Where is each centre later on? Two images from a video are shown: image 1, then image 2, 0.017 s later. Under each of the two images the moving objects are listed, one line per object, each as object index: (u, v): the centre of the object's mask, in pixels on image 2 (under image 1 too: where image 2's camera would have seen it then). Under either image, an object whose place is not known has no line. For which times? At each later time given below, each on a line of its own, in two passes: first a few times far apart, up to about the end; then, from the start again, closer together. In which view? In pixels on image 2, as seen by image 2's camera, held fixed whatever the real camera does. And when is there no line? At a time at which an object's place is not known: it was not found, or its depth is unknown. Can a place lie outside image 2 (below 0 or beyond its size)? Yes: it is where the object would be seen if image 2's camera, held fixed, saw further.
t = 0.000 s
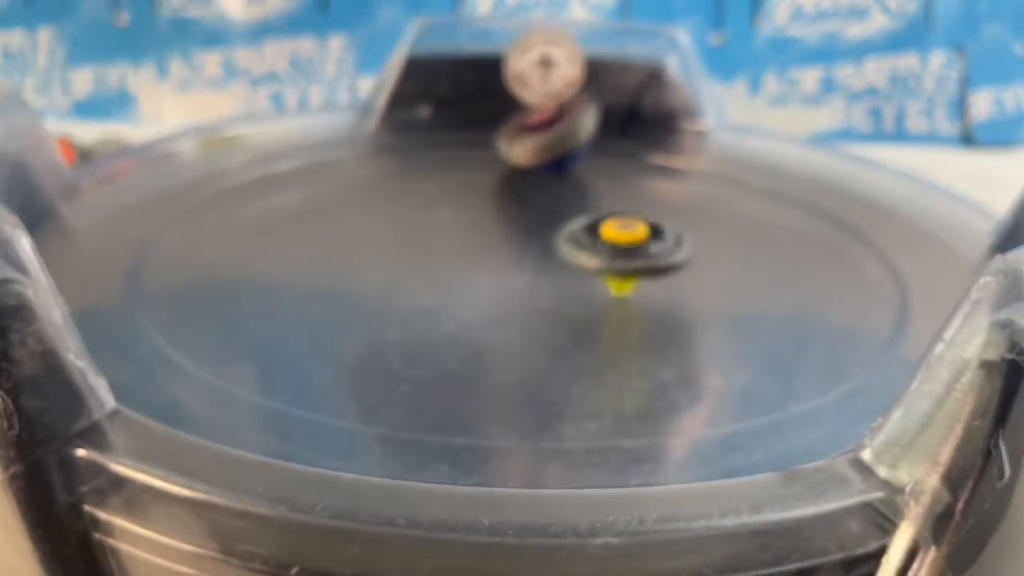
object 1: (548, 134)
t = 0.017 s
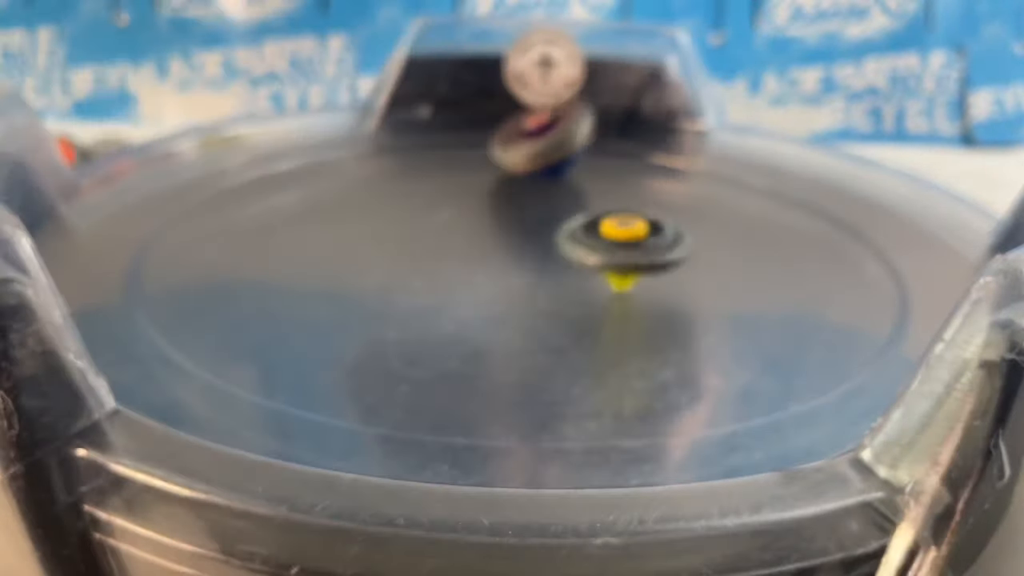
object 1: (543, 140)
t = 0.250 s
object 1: (418, 201)
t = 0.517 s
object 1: (406, 235)
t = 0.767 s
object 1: (434, 204)
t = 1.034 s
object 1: (406, 115)
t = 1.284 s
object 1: (521, 146)
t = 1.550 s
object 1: (467, 229)
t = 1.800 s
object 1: (263, 183)
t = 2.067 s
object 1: (493, 148)
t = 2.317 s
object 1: (755, 274)
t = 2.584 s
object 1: (641, 300)
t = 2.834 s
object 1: (480, 239)
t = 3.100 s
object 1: (729, 215)
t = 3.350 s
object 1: (534, 341)
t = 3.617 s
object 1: (292, 155)
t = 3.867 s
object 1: (686, 130)
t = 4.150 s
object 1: (774, 338)
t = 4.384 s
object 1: (150, 260)
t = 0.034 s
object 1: (538, 146)
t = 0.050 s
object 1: (534, 151)
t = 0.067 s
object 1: (530, 157)
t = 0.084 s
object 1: (526, 163)
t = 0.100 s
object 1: (521, 171)
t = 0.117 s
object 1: (516, 179)
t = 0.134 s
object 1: (507, 185)
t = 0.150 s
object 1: (493, 187)
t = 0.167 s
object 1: (480, 190)
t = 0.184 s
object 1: (467, 193)
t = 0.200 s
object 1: (454, 195)
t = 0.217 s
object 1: (442, 197)
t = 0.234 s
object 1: (430, 199)
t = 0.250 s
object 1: (418, 201)
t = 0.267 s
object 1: (408, 203)
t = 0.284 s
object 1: (398, 205)
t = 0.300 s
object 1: (390, 207)
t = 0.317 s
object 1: (382, 210)
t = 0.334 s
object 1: (377, 212)
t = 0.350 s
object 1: (373, 214)
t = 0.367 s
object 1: (369, 217)
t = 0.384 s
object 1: (368, 219)
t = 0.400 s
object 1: (367, 222)
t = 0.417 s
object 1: (369, 224)
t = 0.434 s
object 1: (372, 225)
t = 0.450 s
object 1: (376, 227)
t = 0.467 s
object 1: (382, 229)
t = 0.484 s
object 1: (390, 231)
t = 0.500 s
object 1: (398, 234)
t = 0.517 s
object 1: (406, 235)
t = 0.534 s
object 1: (415, 235)
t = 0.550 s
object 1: (425, 236)
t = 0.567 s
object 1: (435, 236)
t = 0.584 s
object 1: (445, 236)
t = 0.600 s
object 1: (456, 235)
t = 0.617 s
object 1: (466, 234)
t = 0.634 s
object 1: (476, 233)
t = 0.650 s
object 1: (485, 232)
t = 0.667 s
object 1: (494, 229)
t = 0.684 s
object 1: (492, 227)
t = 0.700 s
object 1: (479, 223)
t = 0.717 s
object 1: (466, 219)
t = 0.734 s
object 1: (455, 214)
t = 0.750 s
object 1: (444, 209)
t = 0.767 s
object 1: (434, 204)
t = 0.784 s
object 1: (424, 198)
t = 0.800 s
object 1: (416, 191)
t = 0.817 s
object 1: (410, 185)
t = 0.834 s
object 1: (404, 179)
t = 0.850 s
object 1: (399, 173)
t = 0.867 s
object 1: (395, 166)
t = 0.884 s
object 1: (392, 160)
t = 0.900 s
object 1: (390, 155)
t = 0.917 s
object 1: (389, 148)
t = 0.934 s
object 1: (390, 143)
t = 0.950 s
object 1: (392, 138)
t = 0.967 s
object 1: (394, 133)
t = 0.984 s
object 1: (396, 129)
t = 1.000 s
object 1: (399, 125)
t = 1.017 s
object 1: (402, 120)
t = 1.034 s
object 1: (406, 115)
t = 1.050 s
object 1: (410, 111)
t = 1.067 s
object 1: (419, 111)
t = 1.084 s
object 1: (427, 117)
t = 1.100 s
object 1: (436, 118)
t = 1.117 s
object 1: (443, 120)
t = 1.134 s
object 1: (452, 122)
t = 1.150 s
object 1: (461, 125)
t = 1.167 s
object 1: (470, 127)
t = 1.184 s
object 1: (478, 130)
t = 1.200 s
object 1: (486, 132)
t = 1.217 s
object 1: (493, 135)
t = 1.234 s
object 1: (500, 138)
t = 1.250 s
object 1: (507, 141)
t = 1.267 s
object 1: (514, 144)
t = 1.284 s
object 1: (521, 146)
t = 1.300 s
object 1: (528, 148)
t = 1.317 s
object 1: (534, 151)
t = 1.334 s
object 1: (539, 154)
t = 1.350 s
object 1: (543, 157)
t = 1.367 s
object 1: (546, 164)
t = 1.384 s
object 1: (548, 173)
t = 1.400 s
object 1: (547, 179)
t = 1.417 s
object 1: (545, 186)
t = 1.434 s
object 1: (541, 192)
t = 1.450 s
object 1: (537, 199)
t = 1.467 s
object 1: (529, 205)
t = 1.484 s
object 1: (521, 210)
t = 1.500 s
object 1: (509, 215)
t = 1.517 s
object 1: (497, 220)
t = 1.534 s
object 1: (483, 224)
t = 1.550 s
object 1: (467, 229)
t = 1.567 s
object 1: (451, 233)
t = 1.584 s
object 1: (435, 236)
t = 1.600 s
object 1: (419, 239)
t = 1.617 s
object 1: (402, 238)
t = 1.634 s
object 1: (385, 237)
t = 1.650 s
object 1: (367, 235)
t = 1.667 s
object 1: (350, 232)
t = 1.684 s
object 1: (335, 228)
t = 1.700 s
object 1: (320, 223)
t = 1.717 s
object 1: (307, 218)
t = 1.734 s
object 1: (294, 211)
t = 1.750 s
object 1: (283, 204)
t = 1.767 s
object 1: (274, 197)
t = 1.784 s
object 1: (267, 189)
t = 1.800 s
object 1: (263, 183)
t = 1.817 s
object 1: (259, 174)
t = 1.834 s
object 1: (258, 167)
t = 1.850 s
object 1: (258, 159)
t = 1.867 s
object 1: (260, 152)
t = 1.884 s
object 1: (265, 145)
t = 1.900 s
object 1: (273, 139)
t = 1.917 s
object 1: (286, 132)
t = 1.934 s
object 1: (302, 129)
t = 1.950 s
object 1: (322, 129)
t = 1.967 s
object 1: (346, 128)
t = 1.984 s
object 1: (370, 128)
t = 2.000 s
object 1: (394, 129)
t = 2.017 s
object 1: (418, 131)
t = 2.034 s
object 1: (442, 135)
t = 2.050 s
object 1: (467, 140)
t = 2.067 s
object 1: (493, 148)
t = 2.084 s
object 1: (520, 155)
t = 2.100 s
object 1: (545, 164)
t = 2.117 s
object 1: (570, 173)
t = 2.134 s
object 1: (595, 183)
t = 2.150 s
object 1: (618, 194)
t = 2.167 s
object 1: (639, 208)
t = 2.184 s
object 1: (660, 219)
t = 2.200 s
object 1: (678, 225)
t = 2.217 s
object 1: (695, 232)
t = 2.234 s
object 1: (712, 238)
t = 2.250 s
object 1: (726, 244)
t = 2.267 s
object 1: (737, 251)
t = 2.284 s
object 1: (746, 257)
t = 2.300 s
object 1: (751, 267)
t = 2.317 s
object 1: (755, 274)
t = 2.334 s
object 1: (755, 283)
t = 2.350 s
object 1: (752, 291)
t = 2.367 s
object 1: (746, 300)
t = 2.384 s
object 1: (738, 309)
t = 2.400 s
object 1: (726, 317)
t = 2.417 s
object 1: (710, 324)
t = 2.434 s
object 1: (702, 327)
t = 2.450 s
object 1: (704, 321)
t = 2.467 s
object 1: (703, 320)
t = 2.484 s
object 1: (700, 316)
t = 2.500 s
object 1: (695, 313)
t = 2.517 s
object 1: (686, 310)
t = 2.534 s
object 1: (677, 306)
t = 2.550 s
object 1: (665, 303)
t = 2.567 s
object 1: (653, 301)
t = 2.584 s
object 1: (641, 300)
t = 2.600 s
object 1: (626, 298)
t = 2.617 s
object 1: (610, 296)
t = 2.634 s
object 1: (596, 294)
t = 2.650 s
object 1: (579, 293)
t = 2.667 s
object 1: (562, 291)
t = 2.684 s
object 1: (543, 290)
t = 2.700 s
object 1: (526, 286)
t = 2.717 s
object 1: (510, 282)
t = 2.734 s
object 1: (497, 276)
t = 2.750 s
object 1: (488, 271)
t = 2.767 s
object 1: (481, 264)
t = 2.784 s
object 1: (477, 258)
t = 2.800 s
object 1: (474, 251)
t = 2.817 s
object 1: (476, 245)
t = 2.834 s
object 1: (480, 239)
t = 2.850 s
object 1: (485, 233)
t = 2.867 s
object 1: (494, 228)
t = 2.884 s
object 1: (504, 222)
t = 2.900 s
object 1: (516, 216)
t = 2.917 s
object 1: (530, 212)
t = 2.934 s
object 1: (545, 209)
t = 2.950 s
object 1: (562, 205)
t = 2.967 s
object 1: (579, 202)
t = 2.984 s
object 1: (597, 201)
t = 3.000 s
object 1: (616, 201)
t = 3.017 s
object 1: (636, 201)
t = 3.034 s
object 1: (656, 201)
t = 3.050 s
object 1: (675, 203)
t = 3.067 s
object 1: (694, 206)
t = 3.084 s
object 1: (712, 210)
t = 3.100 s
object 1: (729, 215)
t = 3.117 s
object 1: (745, 221)
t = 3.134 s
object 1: (760, 228)
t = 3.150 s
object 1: (770, 237)
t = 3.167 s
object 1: (779, 246)
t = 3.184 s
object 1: (786, 256)
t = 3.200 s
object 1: (787, 267)
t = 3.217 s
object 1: (780, 279)
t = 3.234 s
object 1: (770, 292)
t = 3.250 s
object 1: (755, 304)
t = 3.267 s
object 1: (731, 314)
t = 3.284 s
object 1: (700, 324)
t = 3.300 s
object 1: (666, 332)
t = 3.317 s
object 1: (626, 337)
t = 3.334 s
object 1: (580, 340)
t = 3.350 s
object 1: (534, 341)
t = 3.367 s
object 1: (487, 339)
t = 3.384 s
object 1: (441, 334)
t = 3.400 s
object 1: (397, 326)
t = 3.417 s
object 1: (356, 316)
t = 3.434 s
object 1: (321, 305)
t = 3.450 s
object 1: (291, 292)
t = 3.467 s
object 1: (267, 277)
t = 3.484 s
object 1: (250, 262)
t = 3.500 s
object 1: (240, 247)
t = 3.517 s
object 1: (235, 231)
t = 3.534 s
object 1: (235, 217)
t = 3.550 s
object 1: (240, 203)
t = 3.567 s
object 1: (249, 189)
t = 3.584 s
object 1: (261, 177)
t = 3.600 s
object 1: (276, 165)
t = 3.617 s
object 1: (292, 155)
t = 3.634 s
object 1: (310, 146)
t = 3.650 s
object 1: (332, 137)
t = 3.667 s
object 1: (354, 130)
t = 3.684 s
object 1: (378, 123)
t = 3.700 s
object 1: (404, 117)
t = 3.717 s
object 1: (427, 114)
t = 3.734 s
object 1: (454, 108)
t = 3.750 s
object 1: (479, 111)
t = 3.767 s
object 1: (509, 113)
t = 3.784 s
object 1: (539, 114)
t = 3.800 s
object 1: (570, 115)
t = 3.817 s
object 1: (601, 117)
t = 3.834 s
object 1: (630, 121)
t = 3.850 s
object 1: (658, 126)
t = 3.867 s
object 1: (686, 130)
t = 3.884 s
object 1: (716, 138)
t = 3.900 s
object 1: (743, 145)
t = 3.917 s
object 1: (767, 152)
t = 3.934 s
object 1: (793, 163)
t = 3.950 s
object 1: (813, 172)
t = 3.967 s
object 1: (833, 183)
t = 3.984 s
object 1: (850, 195)
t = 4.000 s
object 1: (864, 208)
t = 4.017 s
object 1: (876, 221)
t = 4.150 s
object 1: (774, 338)
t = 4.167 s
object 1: (733, 348)
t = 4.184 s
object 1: (685, 356)
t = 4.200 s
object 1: (635, 361)
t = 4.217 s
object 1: (578, 365)
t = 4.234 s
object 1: (520, 364)
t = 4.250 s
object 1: (463, 362)
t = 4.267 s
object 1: (405, 359)
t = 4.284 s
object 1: (349, 349)
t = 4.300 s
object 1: (299, 340)
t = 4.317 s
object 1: (254, 325)
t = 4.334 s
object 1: (221, 311)
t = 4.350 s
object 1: (193, 295)
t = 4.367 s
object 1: (169, 278)
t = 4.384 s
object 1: (150, 260)
